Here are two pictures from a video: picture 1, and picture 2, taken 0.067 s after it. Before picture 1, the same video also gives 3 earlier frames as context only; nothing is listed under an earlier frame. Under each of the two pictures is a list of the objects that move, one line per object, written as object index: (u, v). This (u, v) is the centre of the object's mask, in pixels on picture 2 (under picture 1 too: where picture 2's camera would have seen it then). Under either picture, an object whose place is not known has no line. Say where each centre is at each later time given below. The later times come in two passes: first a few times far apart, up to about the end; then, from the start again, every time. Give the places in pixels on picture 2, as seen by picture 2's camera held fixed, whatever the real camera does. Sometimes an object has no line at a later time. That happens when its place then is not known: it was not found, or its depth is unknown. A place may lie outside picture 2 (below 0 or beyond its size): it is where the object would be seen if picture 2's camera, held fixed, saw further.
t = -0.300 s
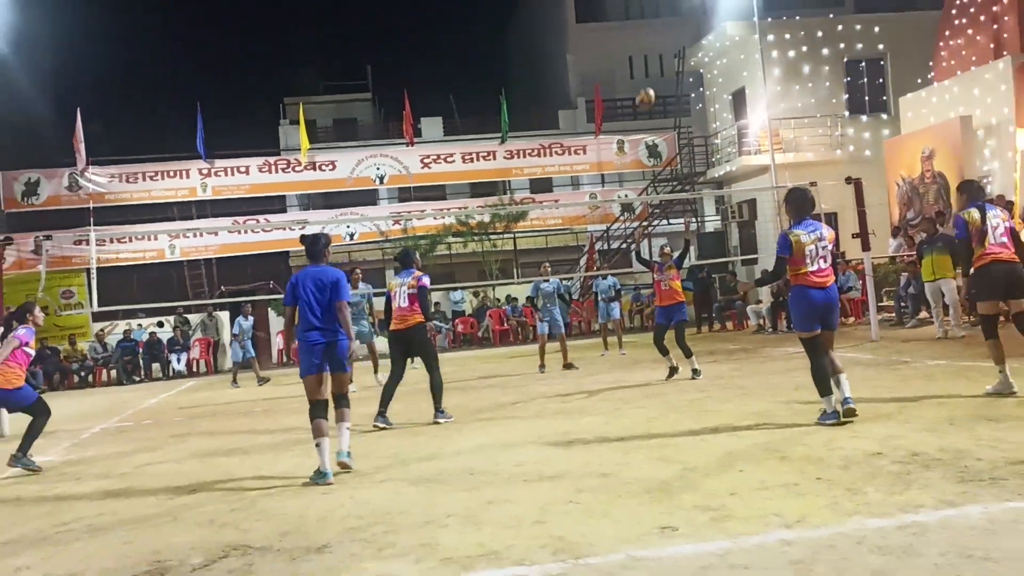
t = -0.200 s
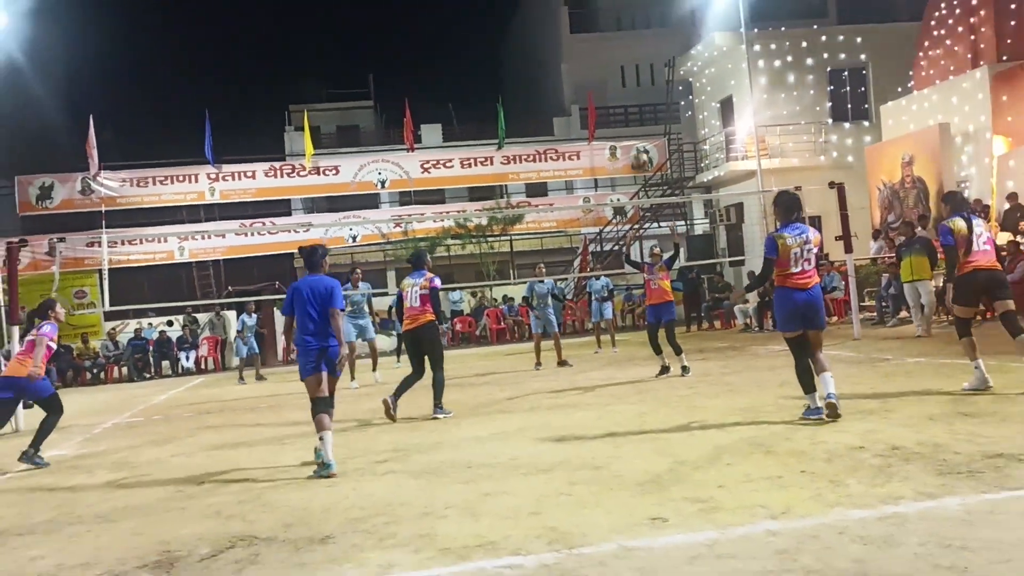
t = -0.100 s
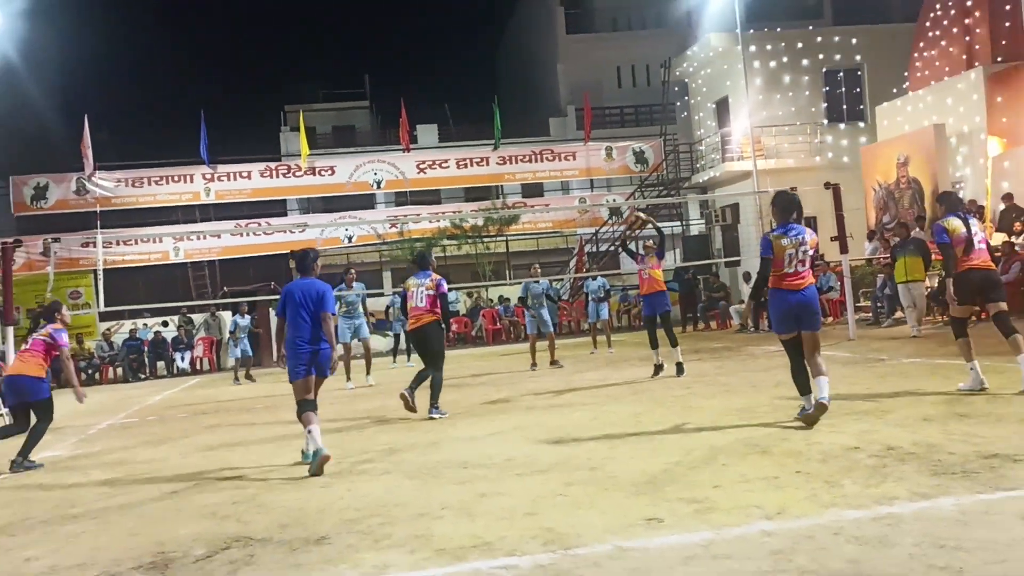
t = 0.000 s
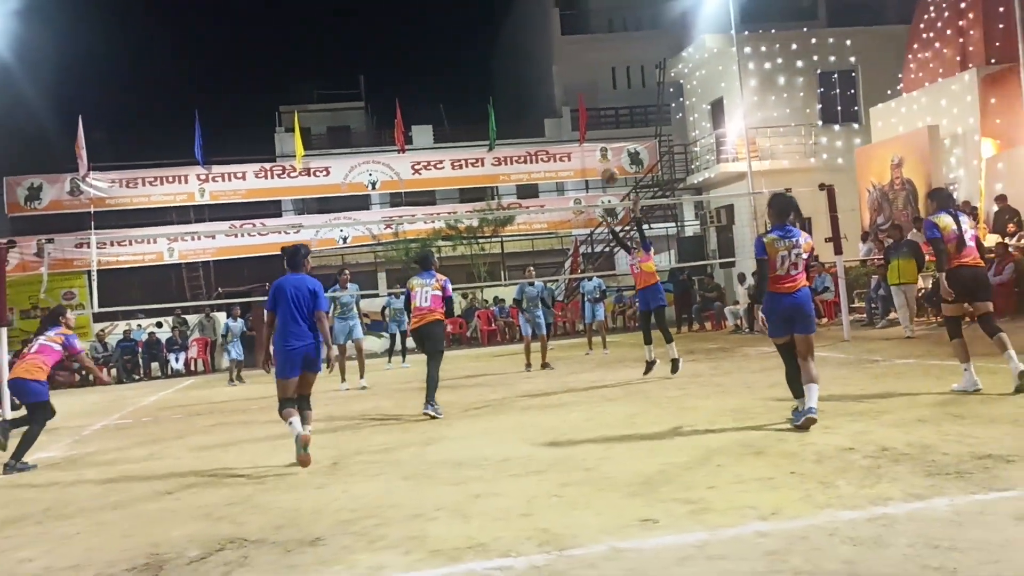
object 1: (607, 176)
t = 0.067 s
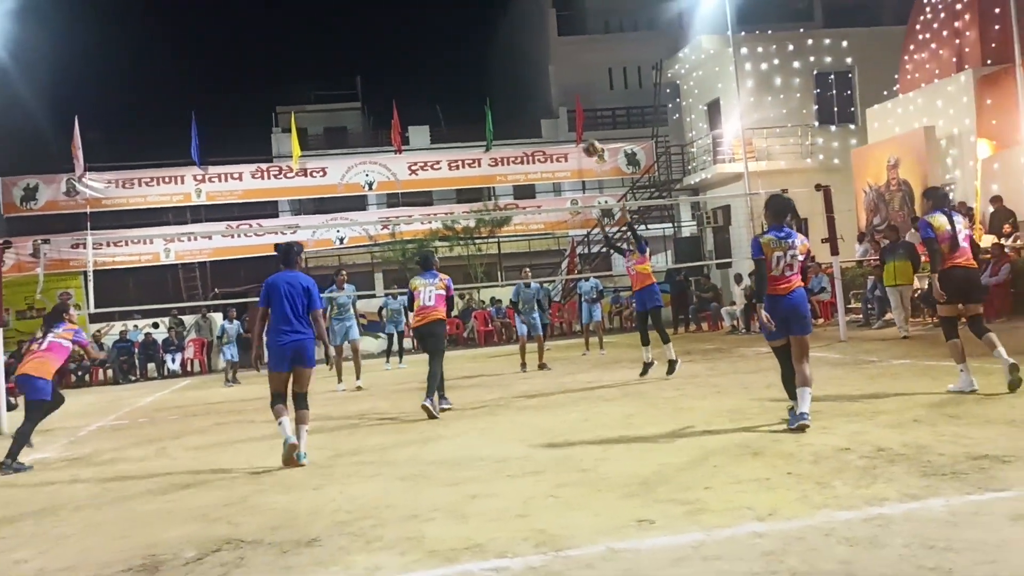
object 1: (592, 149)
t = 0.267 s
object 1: (545, 86)
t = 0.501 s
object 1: (499, 56)
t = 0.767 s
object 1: (453, 75)
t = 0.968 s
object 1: (423, 126)
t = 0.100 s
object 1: (584, 136)
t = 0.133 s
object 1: (577, 123)
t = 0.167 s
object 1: (568, 112)
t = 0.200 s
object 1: (561, 102)
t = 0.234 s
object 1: (553, 93)
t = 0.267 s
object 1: (545, 86)
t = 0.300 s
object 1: (538, 79)
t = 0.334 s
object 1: (532, 74)
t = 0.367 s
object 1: (525, 68)
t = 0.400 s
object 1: (518, 64)
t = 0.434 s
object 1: (511, 60)
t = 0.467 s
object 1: (505, 57)
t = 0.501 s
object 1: (499, 56)
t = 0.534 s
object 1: (493, 55)
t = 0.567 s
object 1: (487, 55)
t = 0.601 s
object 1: (481, 56)
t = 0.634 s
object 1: (475, 58)
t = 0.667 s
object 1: (470, 61)
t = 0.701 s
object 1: (464, 65)
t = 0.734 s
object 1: (458, 70)
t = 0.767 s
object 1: (453, 75)
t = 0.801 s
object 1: (448, 82)
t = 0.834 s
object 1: (442, 89)
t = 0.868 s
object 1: (437, 97)
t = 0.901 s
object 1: (432, 106)
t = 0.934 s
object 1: (427, 116)
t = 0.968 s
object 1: (423, 126)
